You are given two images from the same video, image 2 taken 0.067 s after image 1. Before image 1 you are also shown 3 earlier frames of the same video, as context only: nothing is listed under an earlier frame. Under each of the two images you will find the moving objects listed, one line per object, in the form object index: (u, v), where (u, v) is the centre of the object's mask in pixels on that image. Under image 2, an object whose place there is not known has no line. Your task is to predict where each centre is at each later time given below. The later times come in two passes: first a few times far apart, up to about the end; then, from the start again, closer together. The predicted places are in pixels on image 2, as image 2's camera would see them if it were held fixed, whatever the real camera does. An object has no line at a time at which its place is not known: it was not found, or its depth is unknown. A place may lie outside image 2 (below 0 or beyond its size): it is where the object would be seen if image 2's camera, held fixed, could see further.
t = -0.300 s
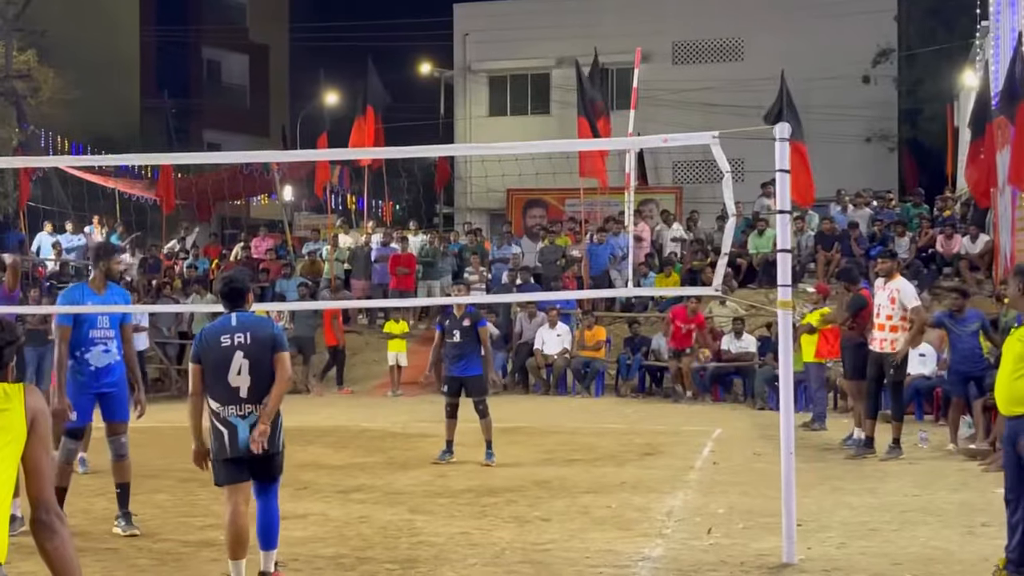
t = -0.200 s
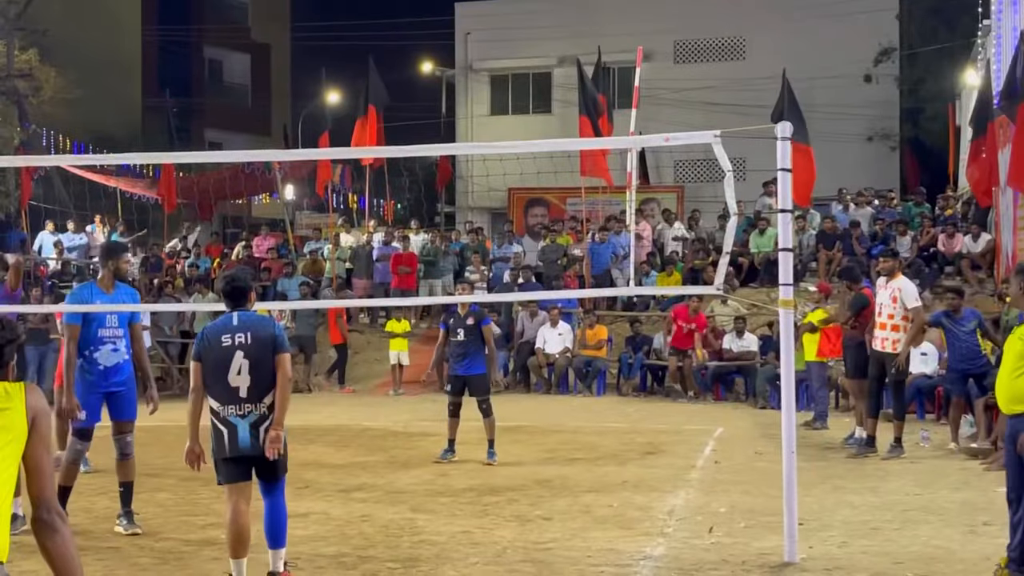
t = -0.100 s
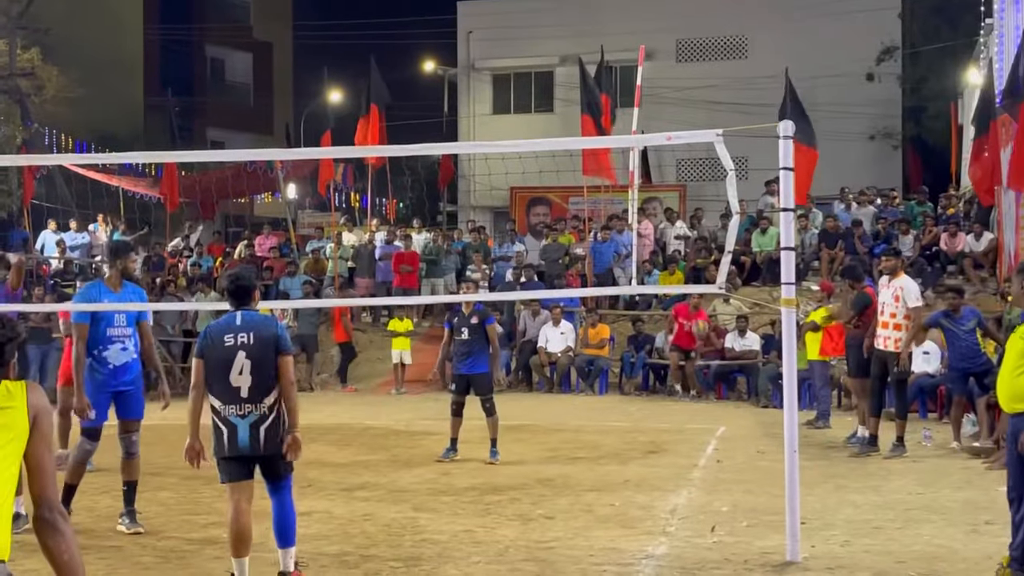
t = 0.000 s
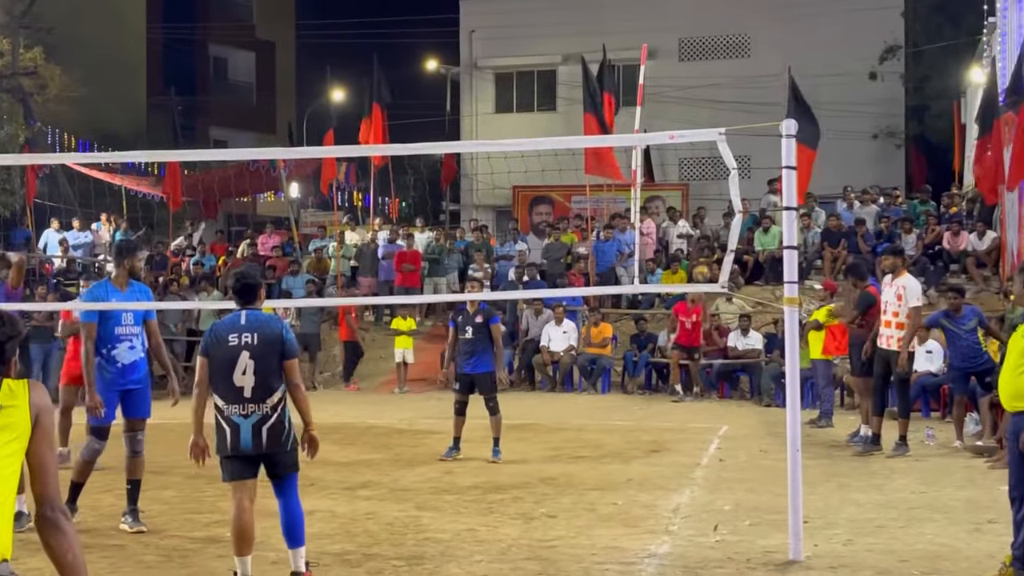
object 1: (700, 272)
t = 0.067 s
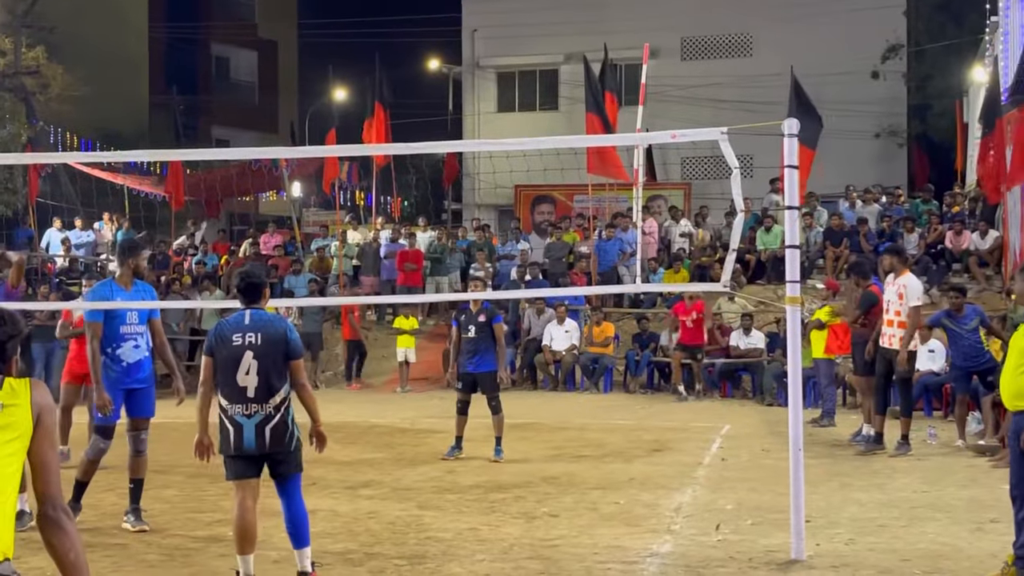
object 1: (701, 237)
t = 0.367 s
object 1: (691, 121)
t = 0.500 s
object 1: (687, 91)
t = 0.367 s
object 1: (691, 121)
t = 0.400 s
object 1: (690, 113)
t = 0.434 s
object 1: (689, 106)
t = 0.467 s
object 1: (687, 99)
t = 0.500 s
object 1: (687, 91)
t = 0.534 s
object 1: (686, 87)
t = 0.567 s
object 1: (684, 83)
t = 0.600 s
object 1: (683, 78)
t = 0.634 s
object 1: (681, 76)
